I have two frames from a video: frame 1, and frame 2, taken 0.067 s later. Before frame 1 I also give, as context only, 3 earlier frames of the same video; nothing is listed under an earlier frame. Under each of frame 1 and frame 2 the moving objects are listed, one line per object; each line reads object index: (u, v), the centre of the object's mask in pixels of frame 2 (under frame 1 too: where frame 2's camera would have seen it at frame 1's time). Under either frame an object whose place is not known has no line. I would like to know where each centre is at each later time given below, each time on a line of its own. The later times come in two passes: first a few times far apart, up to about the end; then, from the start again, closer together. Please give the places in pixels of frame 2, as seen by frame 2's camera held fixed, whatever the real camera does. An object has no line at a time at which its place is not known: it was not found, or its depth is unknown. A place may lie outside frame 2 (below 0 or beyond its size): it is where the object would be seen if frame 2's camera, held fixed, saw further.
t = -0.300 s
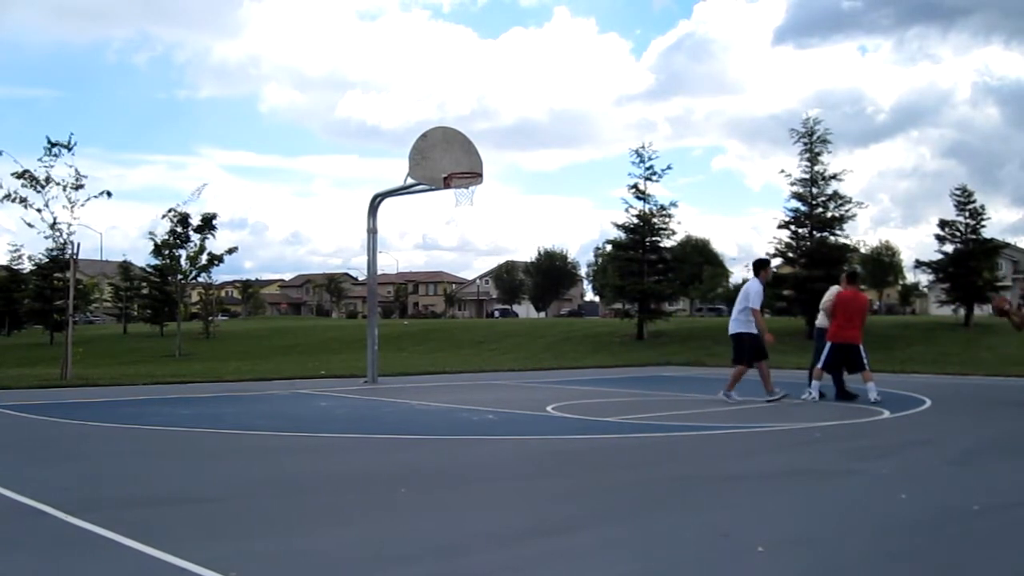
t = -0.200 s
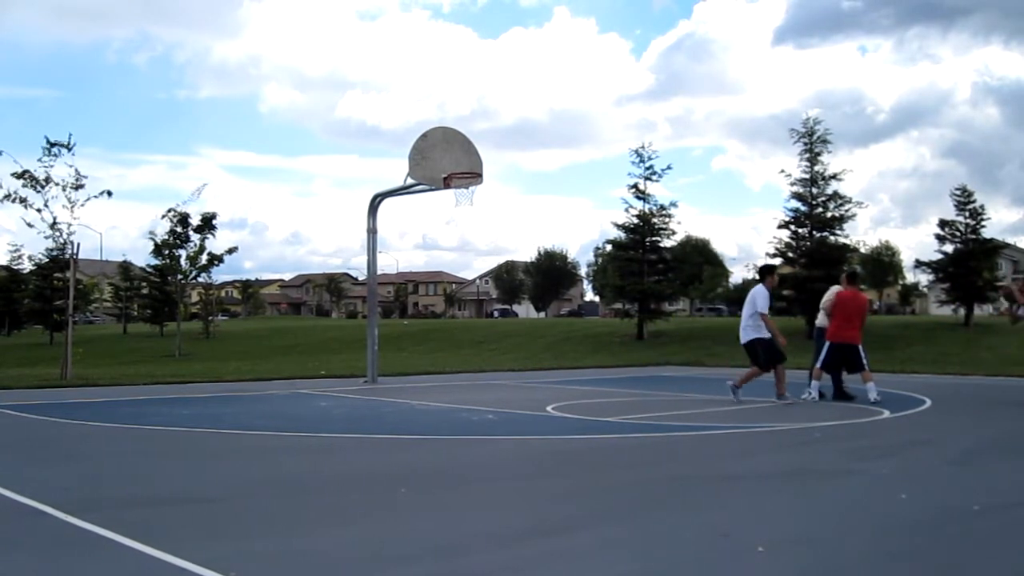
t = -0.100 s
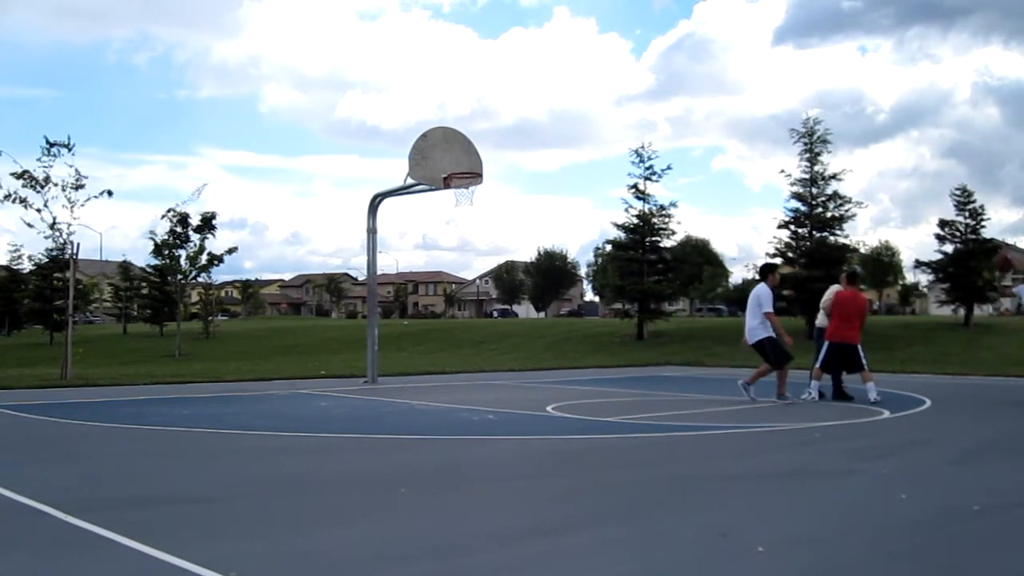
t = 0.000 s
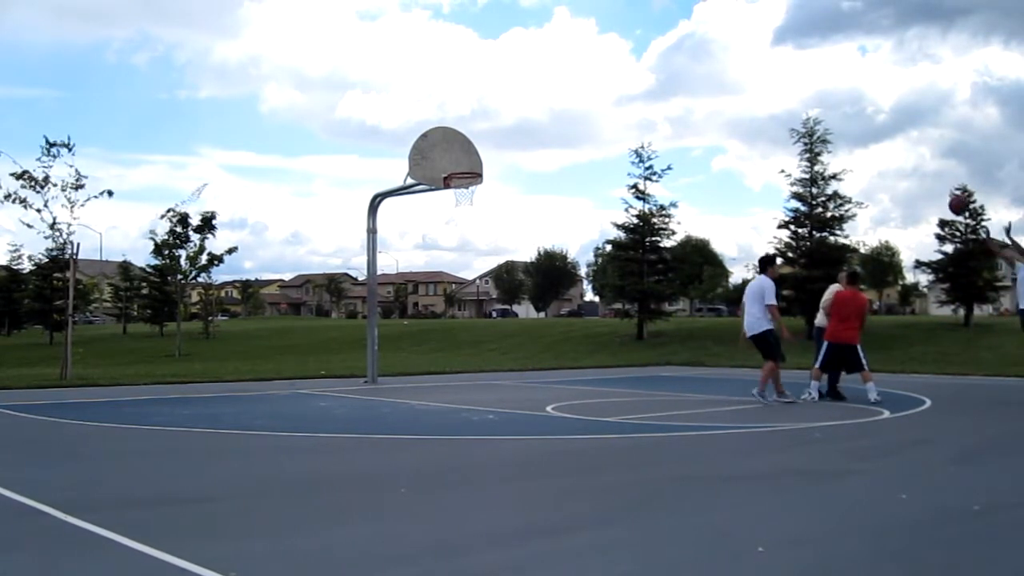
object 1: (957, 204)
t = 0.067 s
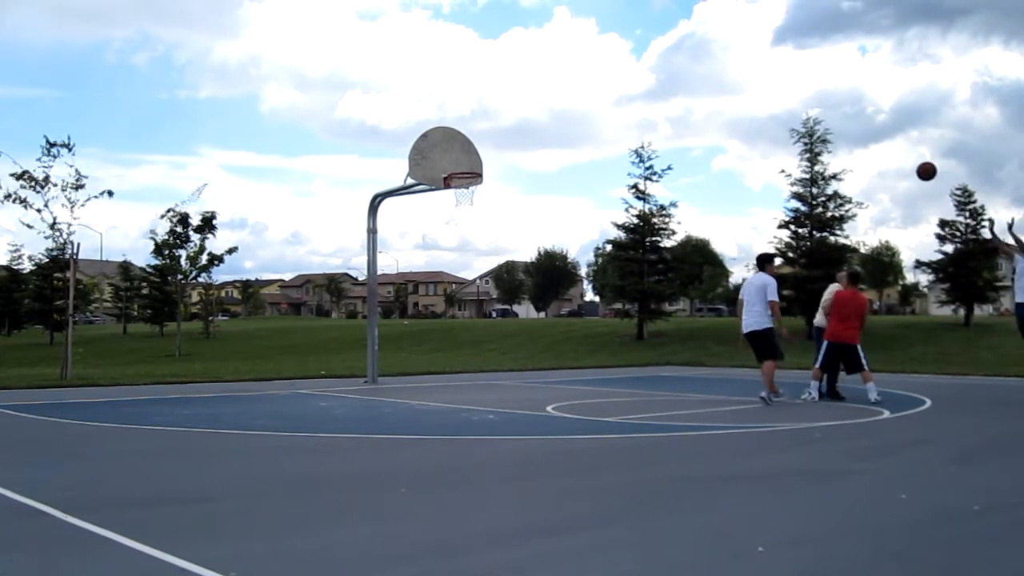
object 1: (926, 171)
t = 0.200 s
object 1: (863, 116)
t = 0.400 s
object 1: (775, 64)
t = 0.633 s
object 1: (679, 45)
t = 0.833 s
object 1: (602, 61)
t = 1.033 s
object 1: (530, 104)
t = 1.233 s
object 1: (462, 171)
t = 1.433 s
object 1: (474, 241)
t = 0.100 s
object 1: (910, 156)
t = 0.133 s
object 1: (894, 141)
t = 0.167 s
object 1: (879, 128)
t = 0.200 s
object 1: (863, 116)
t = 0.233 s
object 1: (848, 105)
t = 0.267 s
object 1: (833, 95)
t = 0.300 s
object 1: (818, 86)
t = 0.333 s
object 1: (803, 78)
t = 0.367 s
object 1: (789, 71)
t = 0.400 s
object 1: (775, 64)
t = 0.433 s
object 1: (761, 59)
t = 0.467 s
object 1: (746, 55)
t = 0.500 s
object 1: (733, 51)
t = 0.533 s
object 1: (719, 48)
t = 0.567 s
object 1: (705, 47)
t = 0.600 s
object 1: (692, 45)
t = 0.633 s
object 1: (679, 45)
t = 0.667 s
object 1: (666, 46)
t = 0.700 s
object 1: (652, 47)
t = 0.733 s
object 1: (639, 49)
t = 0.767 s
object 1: (627, 52)
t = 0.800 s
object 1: (614, 56)
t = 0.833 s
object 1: (602, 61)
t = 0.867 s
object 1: (589, 66)
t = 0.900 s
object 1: (577, 72)
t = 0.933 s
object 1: (565, 79)
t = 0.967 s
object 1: (553, 86)
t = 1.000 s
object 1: (542, 95)
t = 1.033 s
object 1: (530, 104)
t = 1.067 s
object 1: (518, 113)
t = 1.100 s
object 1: (507, 123)
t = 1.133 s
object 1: (496, 134)
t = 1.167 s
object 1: (484, 146)
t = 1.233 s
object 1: (462, 171)
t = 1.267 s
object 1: (456, 181)
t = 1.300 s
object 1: (460, 193)
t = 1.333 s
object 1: (464, 204)
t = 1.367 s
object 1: (467, 216)
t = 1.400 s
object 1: (470, 228)
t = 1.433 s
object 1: (474, 241)
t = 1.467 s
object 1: (477, 255)
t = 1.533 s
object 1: (484, 286)
